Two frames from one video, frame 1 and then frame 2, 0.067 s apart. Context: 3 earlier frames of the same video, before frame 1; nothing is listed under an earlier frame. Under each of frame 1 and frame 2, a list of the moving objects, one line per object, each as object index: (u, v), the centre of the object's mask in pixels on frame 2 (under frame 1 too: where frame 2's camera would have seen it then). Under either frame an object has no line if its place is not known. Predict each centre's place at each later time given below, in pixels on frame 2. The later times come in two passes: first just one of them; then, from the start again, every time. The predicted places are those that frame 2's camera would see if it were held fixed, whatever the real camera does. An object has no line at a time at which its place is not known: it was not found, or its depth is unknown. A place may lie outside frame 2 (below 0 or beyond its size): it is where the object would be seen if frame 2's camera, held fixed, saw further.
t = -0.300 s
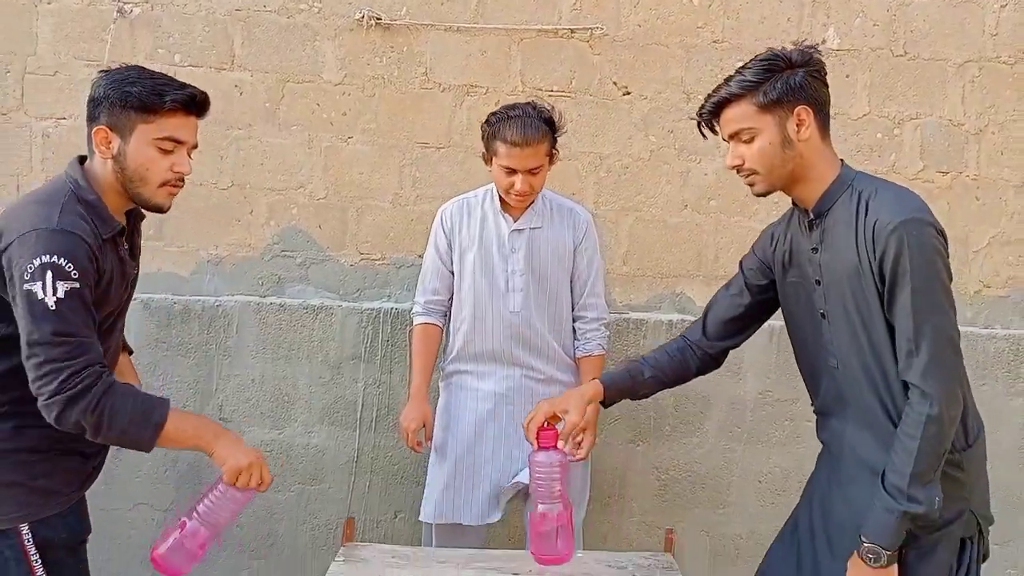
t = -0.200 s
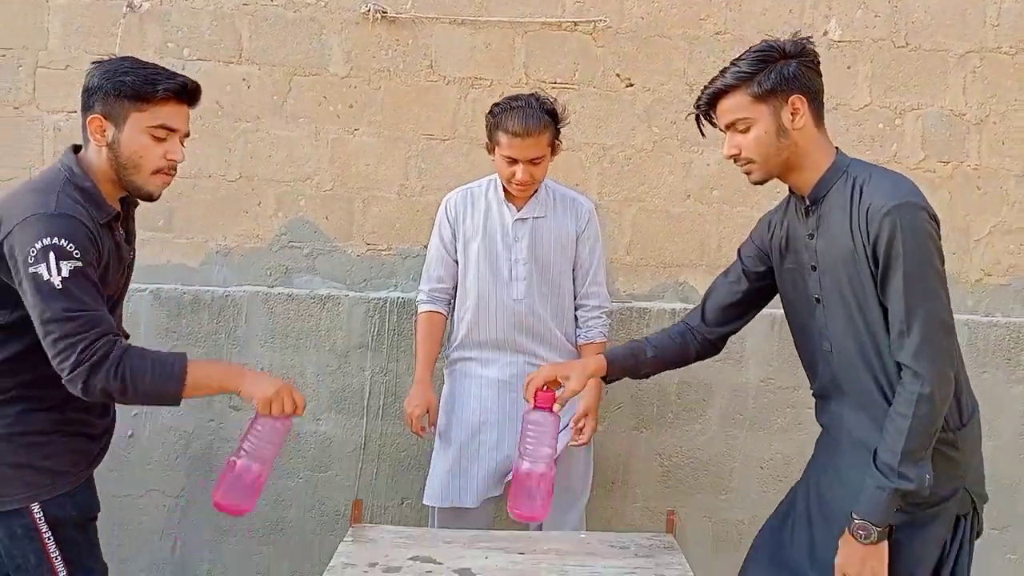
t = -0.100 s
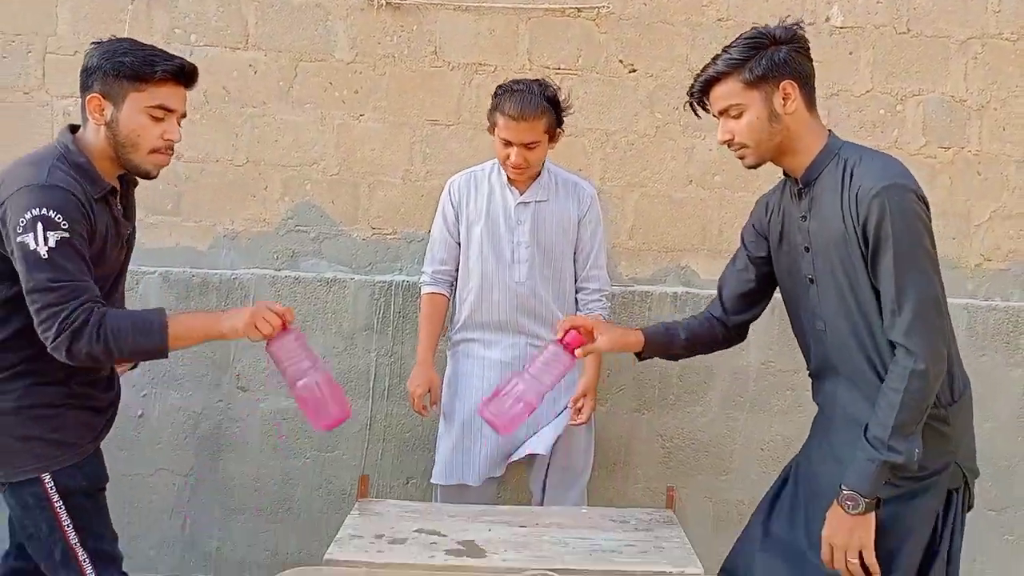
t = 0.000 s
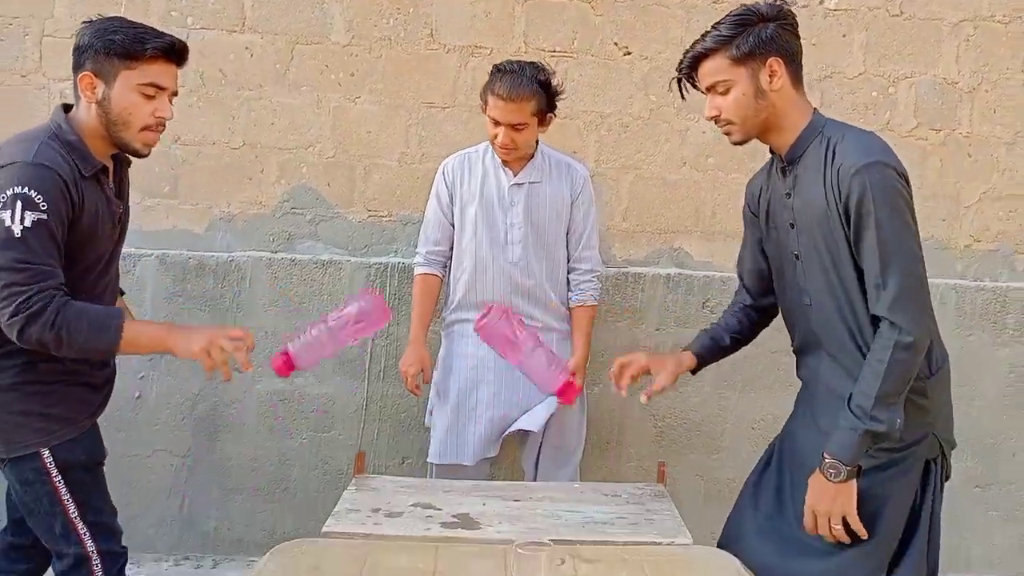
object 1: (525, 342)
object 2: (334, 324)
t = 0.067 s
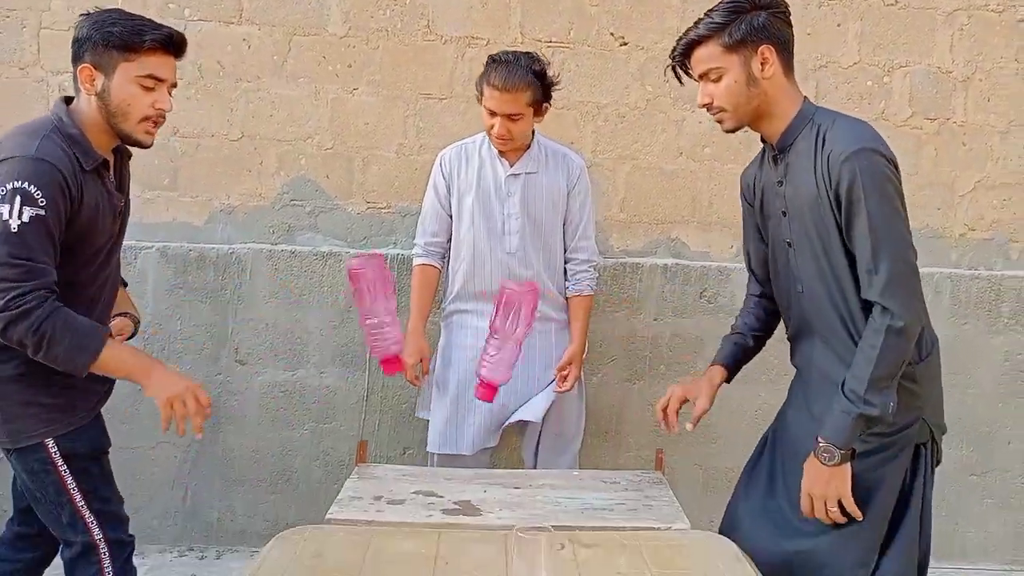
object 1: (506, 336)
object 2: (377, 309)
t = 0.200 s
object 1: (508, 368)
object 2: (411, 318)
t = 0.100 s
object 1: (505, 333)
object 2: (388, 300)
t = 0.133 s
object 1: (508, 337)
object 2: (394, 298)
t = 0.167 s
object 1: (508, 349)
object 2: (402, 305)
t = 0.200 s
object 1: (508, 368)
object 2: (411, 318)
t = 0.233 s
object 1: (508, 393)
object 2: (417, 337)
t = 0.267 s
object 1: (519, 429)
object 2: (423, 361)
